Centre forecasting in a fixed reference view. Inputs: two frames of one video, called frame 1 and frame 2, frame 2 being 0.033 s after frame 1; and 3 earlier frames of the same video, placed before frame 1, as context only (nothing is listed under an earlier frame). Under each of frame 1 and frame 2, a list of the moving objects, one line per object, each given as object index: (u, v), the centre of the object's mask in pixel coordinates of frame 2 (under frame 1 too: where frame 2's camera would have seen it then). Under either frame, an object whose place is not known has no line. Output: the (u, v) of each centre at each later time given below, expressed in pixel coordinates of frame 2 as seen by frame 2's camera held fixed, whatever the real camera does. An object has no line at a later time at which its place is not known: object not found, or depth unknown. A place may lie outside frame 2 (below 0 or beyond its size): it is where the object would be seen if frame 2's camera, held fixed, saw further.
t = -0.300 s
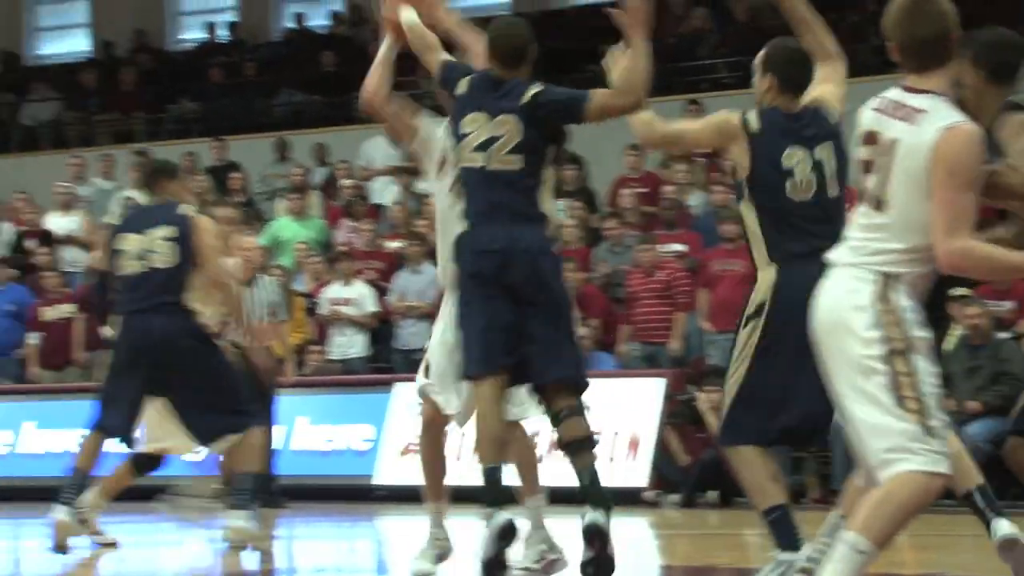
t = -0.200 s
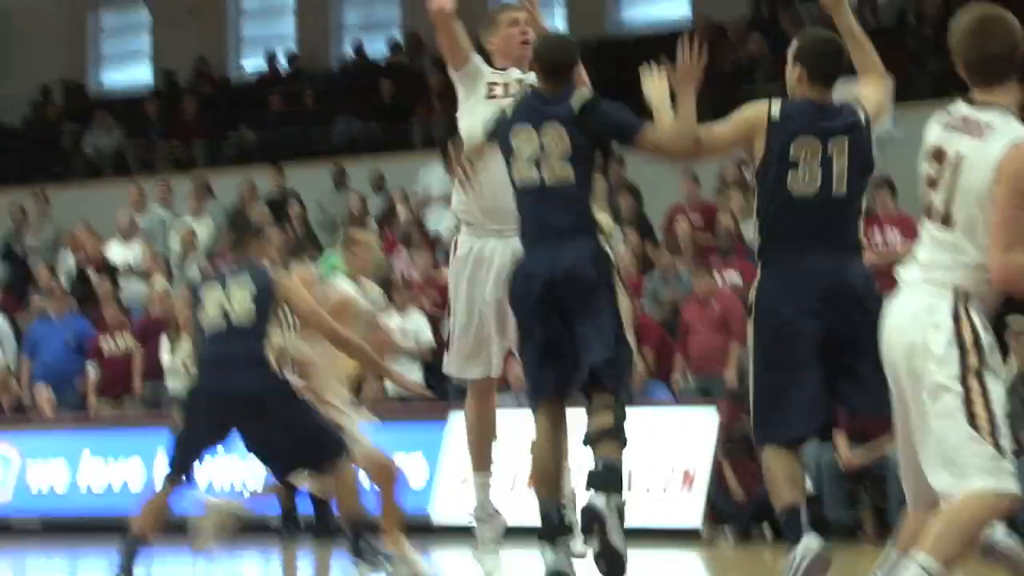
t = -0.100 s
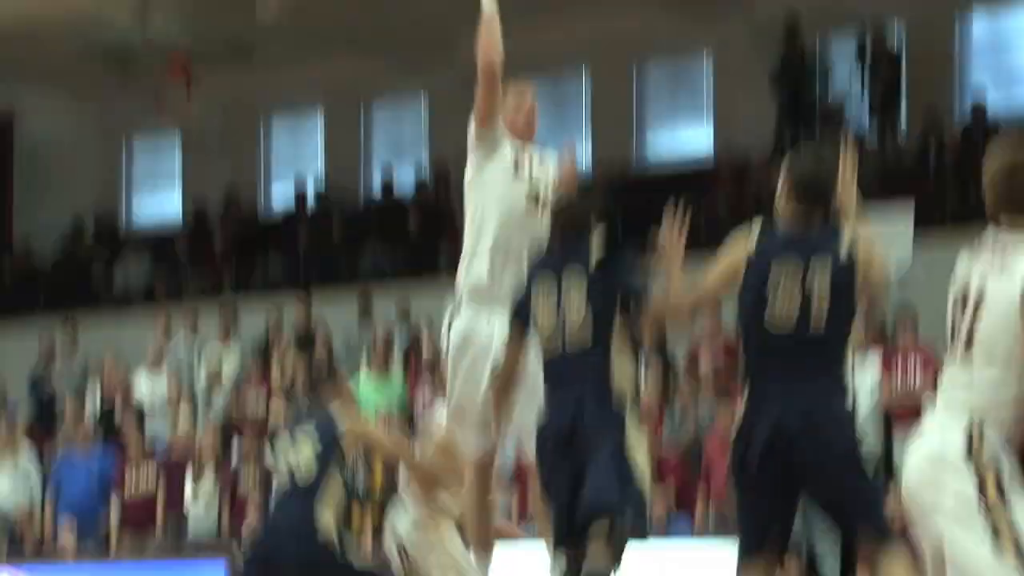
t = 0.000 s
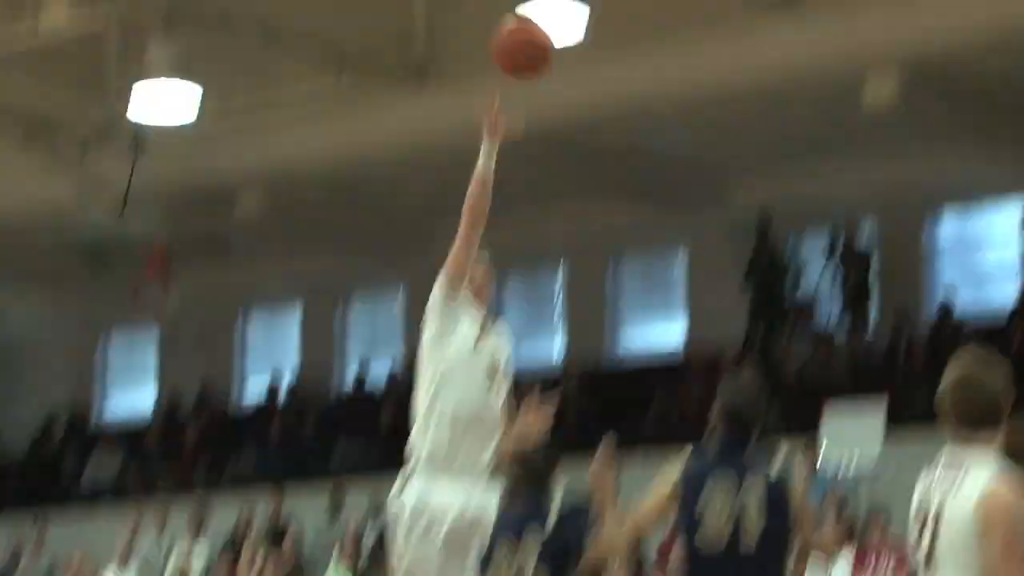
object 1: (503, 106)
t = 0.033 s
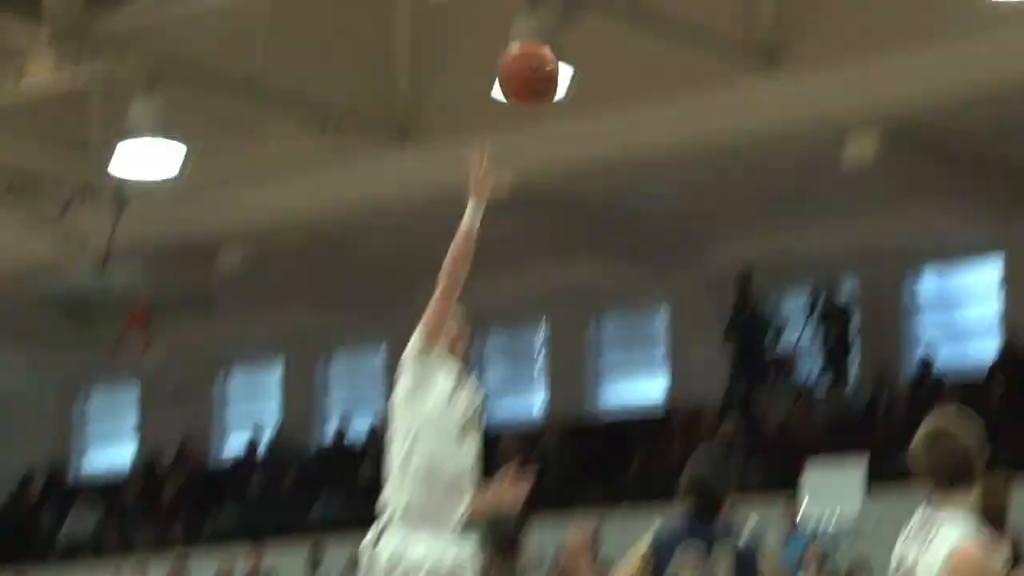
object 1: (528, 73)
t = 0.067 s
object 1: (553, 39)
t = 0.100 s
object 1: (577, 17)
